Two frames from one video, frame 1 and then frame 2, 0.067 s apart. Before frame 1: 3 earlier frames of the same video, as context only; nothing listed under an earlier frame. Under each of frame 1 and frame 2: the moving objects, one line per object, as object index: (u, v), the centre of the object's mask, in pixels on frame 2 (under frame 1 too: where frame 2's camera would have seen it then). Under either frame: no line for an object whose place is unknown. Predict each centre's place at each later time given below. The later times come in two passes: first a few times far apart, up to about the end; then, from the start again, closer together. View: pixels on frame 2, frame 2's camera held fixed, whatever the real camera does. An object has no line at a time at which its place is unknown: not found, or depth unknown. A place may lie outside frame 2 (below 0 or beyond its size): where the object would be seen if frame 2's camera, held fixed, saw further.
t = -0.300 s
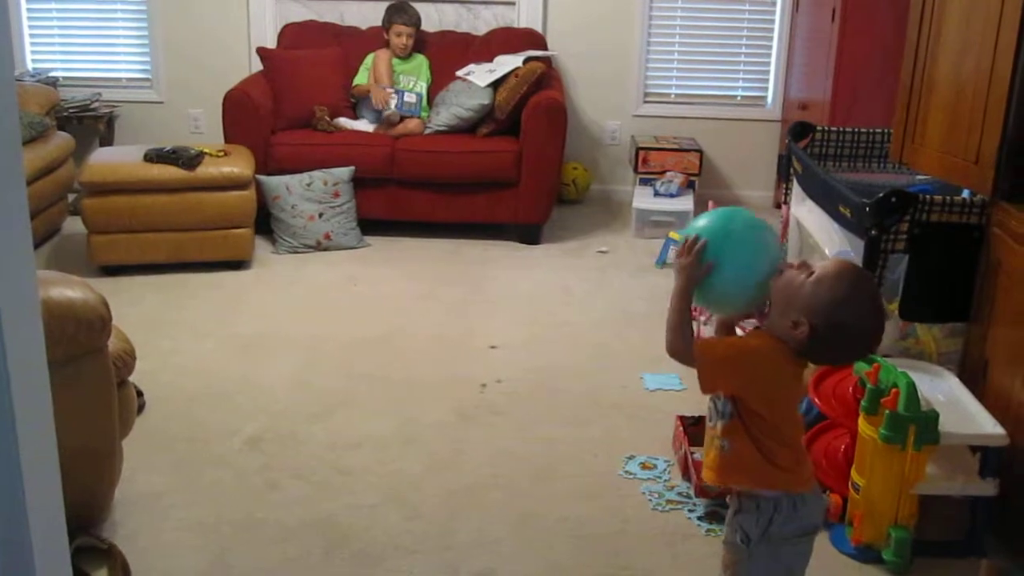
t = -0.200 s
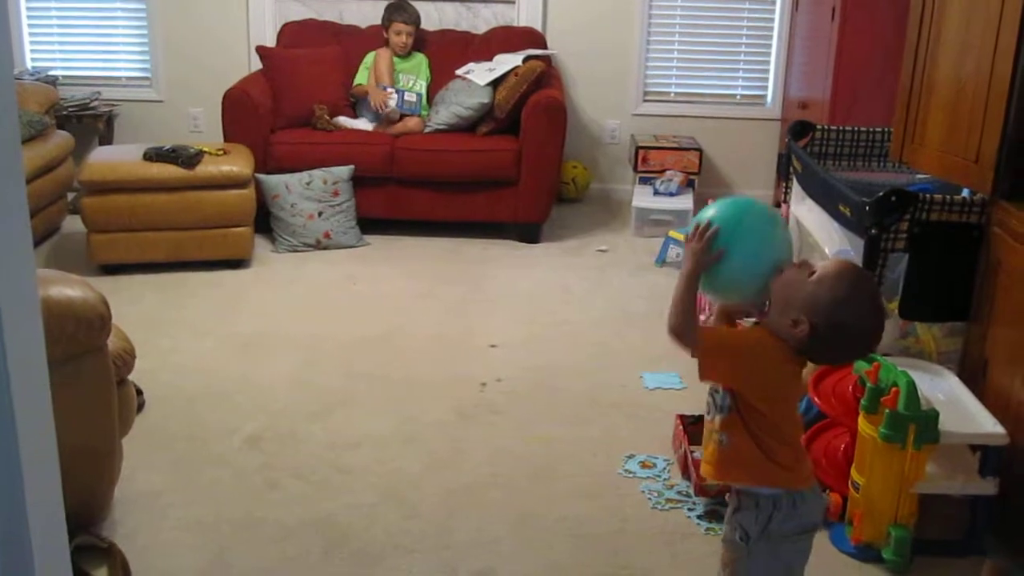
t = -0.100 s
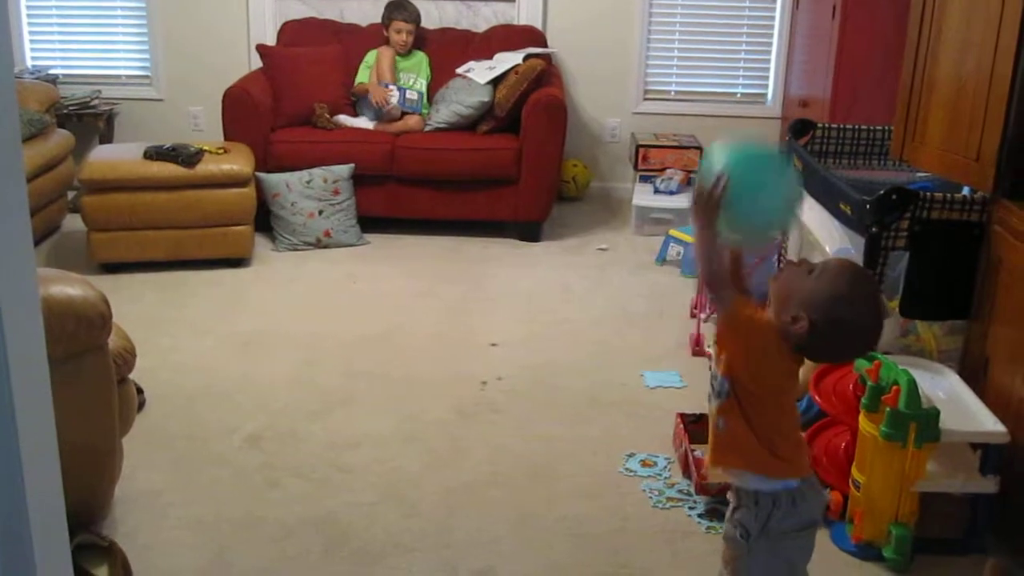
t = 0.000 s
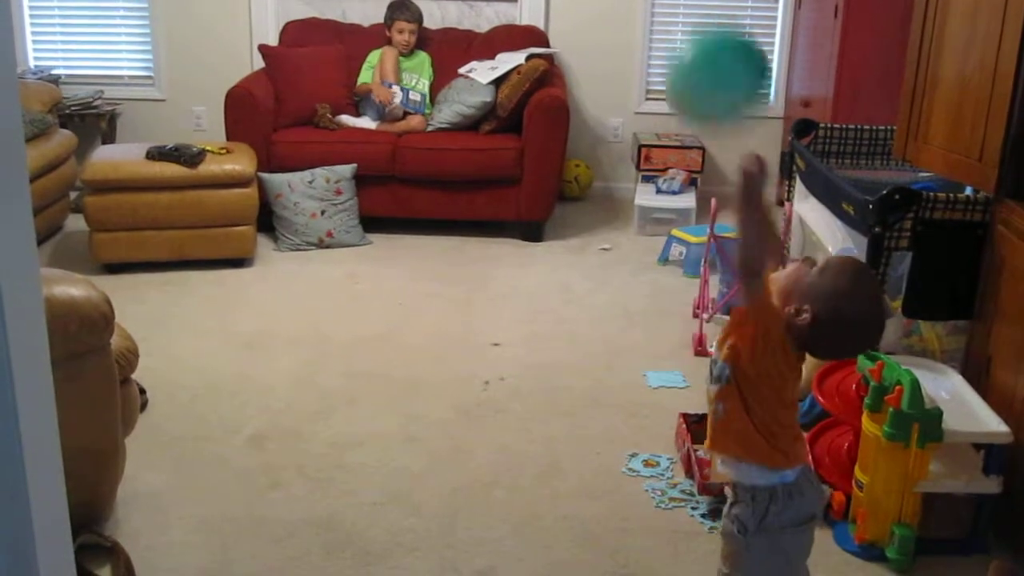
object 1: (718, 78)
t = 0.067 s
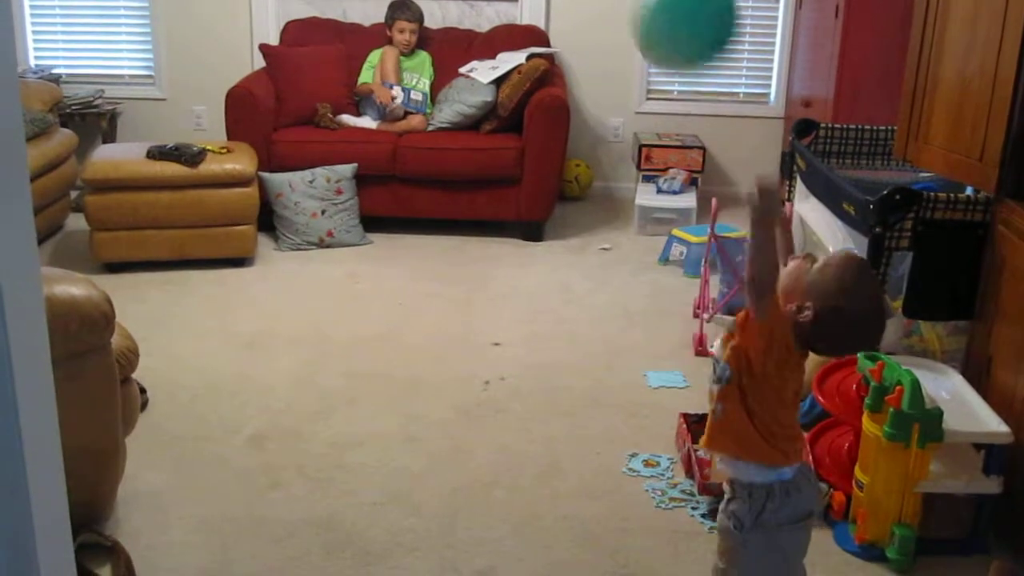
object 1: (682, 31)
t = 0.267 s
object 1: (591, 19)
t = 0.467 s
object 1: (500, 144)
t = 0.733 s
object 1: (425, 391)
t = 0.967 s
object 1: (396, 222)
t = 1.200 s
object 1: (366, 241)
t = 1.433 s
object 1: (342, 414)
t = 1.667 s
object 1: (311, 310)
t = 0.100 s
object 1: (665, 23)
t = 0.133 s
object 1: (650, 18)
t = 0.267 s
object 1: (591, 19)
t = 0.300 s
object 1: (574, 25)
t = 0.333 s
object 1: (558, 35)
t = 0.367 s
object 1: (543, 56)
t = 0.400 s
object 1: (527, 81)
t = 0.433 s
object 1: (516, 114)
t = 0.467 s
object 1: (500, 144)
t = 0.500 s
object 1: (488, 180)
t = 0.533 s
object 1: (477, 211)
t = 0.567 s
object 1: (466, 250)
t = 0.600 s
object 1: (456, 296)
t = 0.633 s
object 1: (447, 343)
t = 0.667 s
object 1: (438, 384)
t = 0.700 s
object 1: (430, 423)
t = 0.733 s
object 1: (425, 391)
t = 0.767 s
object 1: (421, 357)
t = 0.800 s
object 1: (418, 325)
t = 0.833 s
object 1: (414, 298)
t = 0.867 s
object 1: (408, 271)
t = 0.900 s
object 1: (404, 250)
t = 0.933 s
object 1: (399, 234)
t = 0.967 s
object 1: (396, 222)
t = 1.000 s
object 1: (391, 214)
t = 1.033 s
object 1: (387, 210)
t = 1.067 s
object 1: (383, 209)
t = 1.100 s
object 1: (379, 211)
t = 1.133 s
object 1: (375, 217)
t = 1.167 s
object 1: (370, 227)
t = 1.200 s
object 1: (366, 241)
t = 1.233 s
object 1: (362, 259)
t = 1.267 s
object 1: (358, 280)
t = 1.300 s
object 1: (355, 306)
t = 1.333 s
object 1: (351, 337)
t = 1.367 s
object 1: (348, 365)
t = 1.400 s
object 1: (344, 397)
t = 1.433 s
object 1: (342, 414)
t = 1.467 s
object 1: (338, 389)
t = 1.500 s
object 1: (333, 368)
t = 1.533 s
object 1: (329, 349)
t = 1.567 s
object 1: (324, 333)
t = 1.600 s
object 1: (320, 322)
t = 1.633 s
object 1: (316, 314)
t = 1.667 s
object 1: (311, 310)
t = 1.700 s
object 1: (308, 309)
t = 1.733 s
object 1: (304, 311)
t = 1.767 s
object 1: (300, 317)
